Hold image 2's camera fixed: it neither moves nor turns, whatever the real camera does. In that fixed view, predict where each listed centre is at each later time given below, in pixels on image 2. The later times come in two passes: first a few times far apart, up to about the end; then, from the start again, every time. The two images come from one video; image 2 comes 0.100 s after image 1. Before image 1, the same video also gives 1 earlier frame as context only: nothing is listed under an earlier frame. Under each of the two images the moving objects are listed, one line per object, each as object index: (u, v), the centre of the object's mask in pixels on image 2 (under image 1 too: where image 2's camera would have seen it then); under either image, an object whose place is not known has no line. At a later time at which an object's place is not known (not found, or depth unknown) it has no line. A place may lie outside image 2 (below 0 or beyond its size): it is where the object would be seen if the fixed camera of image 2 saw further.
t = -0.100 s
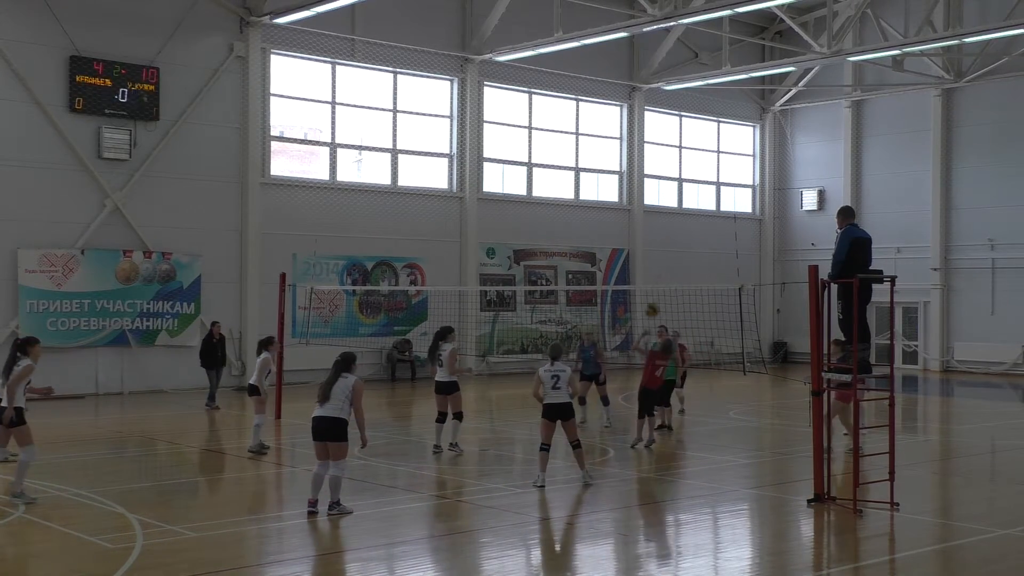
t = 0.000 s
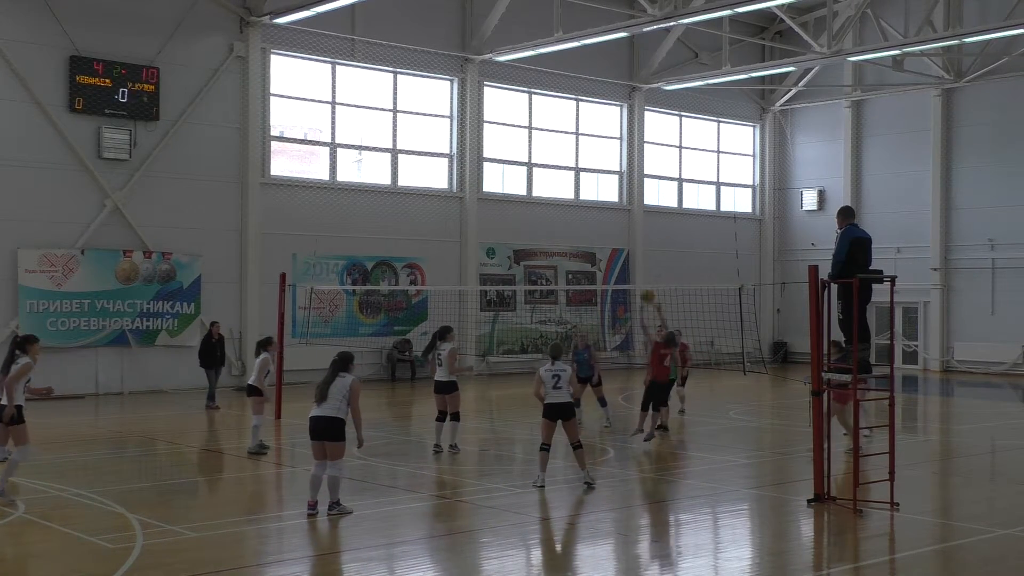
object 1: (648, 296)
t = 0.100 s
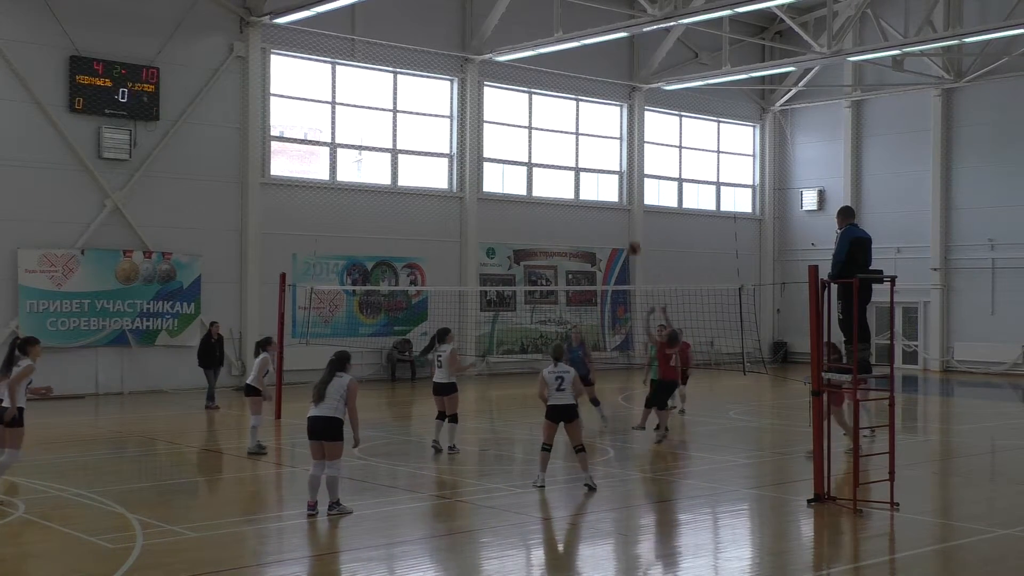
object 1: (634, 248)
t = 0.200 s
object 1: (620, 208)
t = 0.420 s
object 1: (592, 148)
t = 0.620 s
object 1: (567, 125)
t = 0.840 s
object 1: (542, 129)
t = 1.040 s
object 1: (519, 160)
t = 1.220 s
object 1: (501, 207)
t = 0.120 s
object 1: (630, 240)
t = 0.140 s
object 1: (628, 231)
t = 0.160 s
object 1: (625, 223)
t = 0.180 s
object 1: (623, 215)
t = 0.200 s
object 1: (620, 208)
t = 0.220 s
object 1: (617, 201)
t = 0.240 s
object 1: (615, 195)
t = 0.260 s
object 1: (612, 188)
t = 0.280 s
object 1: (609, 182)
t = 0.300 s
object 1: (607, 176)
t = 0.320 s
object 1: (604, 171)
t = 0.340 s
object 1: (602, 166)
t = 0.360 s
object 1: (599, 161)
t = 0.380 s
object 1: (597, 156)
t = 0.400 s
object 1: (594, 152)
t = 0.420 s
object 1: (592, 148)
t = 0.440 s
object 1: (589, 145)
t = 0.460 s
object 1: (587, 141)
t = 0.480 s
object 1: (584, 138)
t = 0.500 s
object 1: (582, 135)
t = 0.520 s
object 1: (579, 133)
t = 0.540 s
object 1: (577, 131)
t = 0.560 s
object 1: (575, 129)
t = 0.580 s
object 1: (572, 127)
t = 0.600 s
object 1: (570, 126)
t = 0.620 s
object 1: (567, 125)
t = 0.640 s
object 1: (565, 124)
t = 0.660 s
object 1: (563, 123)
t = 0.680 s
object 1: (560, 123)
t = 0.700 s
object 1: (558, 123)
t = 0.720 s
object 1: (556, 123)
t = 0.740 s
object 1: (553, 123)
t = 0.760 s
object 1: (551, 124)
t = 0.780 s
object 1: (549, 125)
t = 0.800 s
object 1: (546, 126)
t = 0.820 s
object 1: (544, 127)
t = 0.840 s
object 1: (542, 129)
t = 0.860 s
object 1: (539, 131)
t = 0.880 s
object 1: (537, 133)
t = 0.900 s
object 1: (535, 135)
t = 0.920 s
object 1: (532, 138)
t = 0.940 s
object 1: (530, 141)
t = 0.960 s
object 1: (528, 144)
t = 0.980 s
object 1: (526, 148)
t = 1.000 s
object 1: (524, 152)
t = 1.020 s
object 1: (522, 156)
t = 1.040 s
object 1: (519, 160)
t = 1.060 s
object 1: (517, 164)
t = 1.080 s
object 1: (515, 168)
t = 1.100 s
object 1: (513, 173)
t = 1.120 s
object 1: (511, 179)
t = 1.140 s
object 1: (509, 184)
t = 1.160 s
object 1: (507, 189)
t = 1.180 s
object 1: (505, 195)
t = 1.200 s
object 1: (503, 201)
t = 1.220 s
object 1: (501, 207)
